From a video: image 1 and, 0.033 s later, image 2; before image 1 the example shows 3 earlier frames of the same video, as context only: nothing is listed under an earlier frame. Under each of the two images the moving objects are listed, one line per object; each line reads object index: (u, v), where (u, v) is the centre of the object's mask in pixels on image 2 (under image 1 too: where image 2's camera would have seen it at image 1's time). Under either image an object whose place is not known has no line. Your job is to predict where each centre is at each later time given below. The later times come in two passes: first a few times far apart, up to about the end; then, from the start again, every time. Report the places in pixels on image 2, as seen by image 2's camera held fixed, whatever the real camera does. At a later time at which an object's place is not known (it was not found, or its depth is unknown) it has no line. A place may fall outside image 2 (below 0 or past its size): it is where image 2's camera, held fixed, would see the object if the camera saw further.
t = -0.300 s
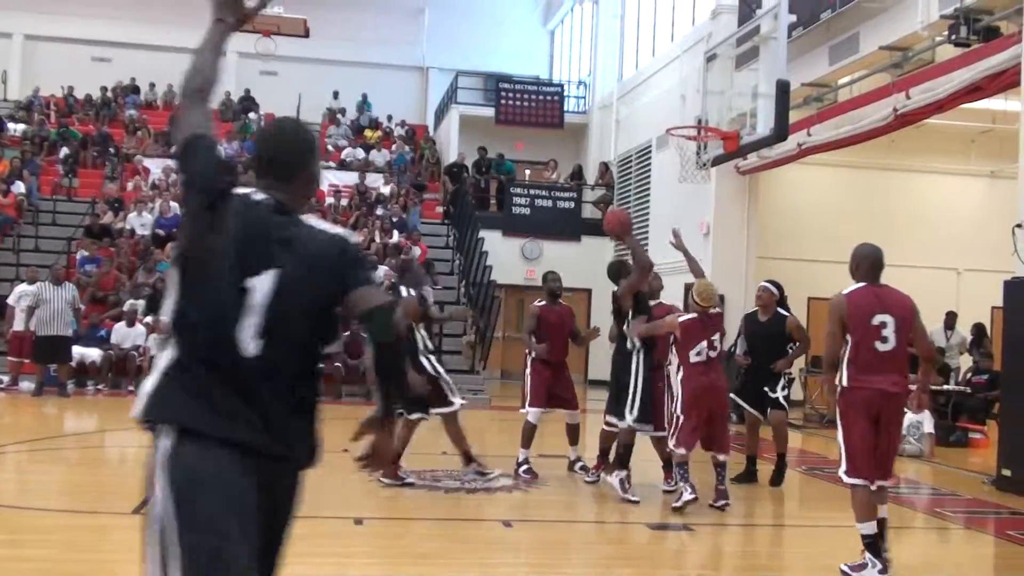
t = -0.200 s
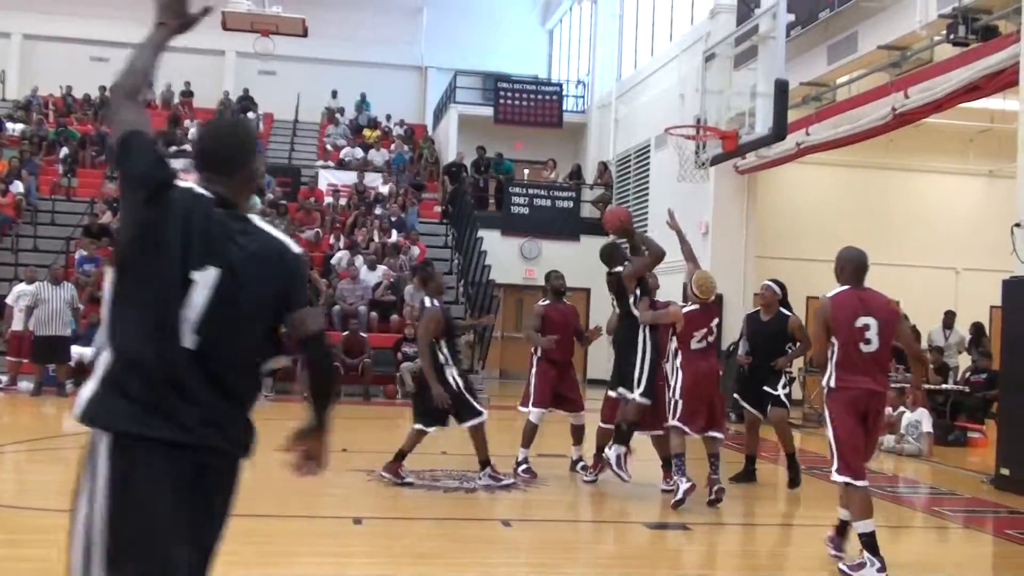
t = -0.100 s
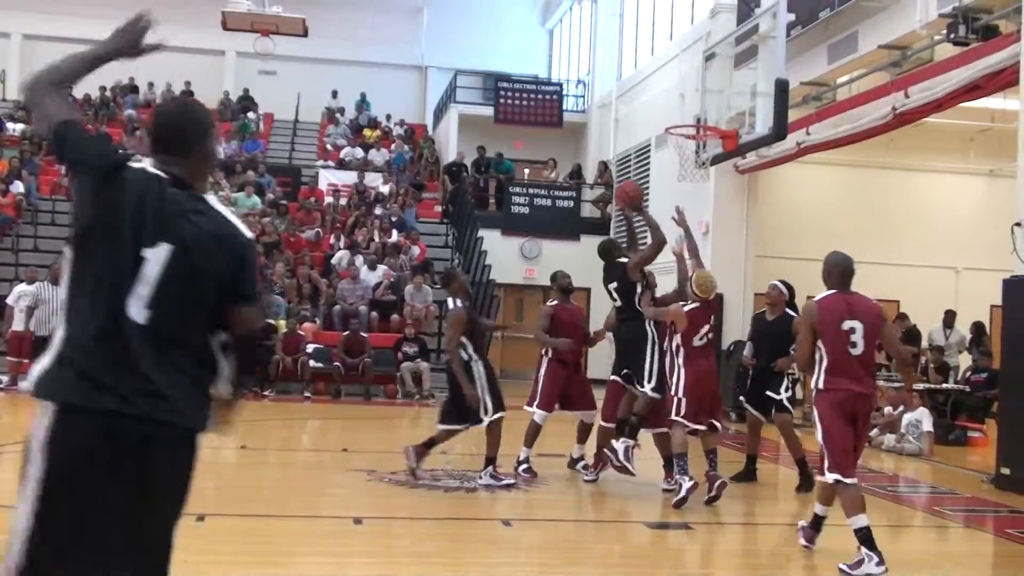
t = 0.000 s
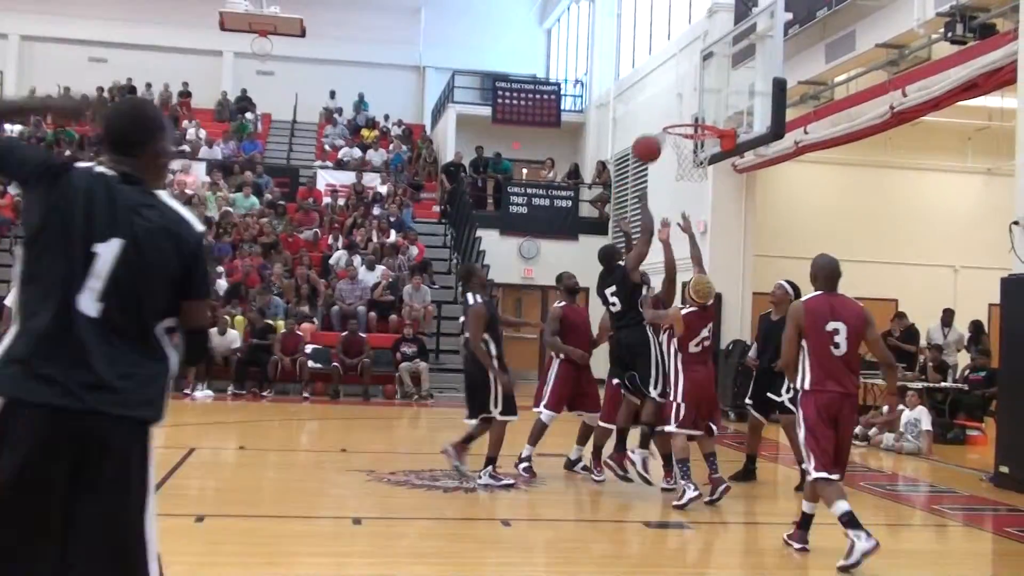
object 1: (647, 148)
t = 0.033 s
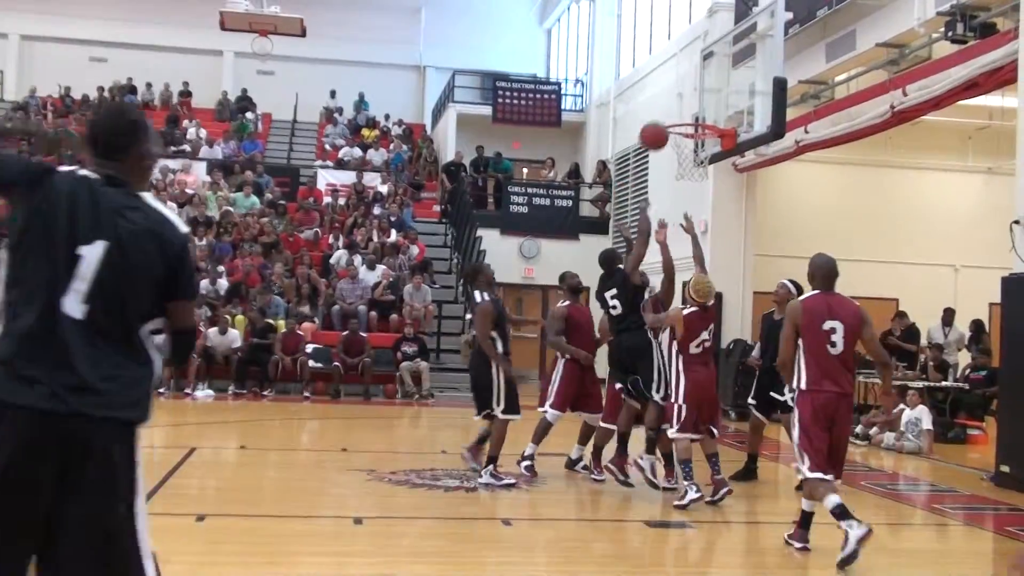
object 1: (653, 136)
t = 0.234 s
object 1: (691, 90)
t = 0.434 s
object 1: (726, 92)
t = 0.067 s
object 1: (660, 125)
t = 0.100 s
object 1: (667, 115)
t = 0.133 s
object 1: (673, 107)
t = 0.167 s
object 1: (679, 100)
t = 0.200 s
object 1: (685, 94)
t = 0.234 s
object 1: (691, 90)
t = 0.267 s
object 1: (697, 88)
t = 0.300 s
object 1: (703, 86)
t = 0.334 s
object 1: (709, 86)
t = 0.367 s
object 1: (715, 87)
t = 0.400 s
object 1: (720, 89)
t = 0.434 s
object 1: (726, 92)
